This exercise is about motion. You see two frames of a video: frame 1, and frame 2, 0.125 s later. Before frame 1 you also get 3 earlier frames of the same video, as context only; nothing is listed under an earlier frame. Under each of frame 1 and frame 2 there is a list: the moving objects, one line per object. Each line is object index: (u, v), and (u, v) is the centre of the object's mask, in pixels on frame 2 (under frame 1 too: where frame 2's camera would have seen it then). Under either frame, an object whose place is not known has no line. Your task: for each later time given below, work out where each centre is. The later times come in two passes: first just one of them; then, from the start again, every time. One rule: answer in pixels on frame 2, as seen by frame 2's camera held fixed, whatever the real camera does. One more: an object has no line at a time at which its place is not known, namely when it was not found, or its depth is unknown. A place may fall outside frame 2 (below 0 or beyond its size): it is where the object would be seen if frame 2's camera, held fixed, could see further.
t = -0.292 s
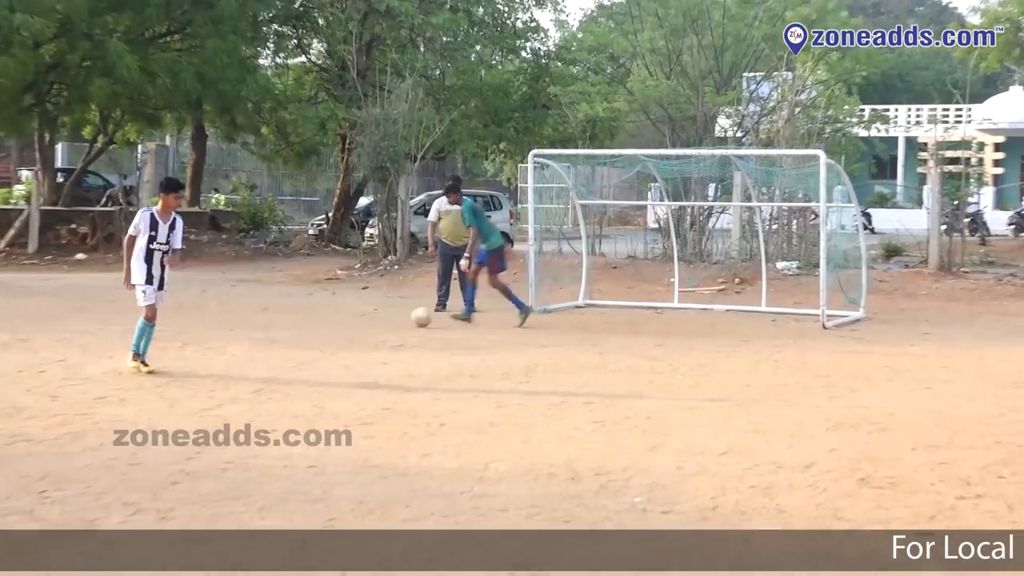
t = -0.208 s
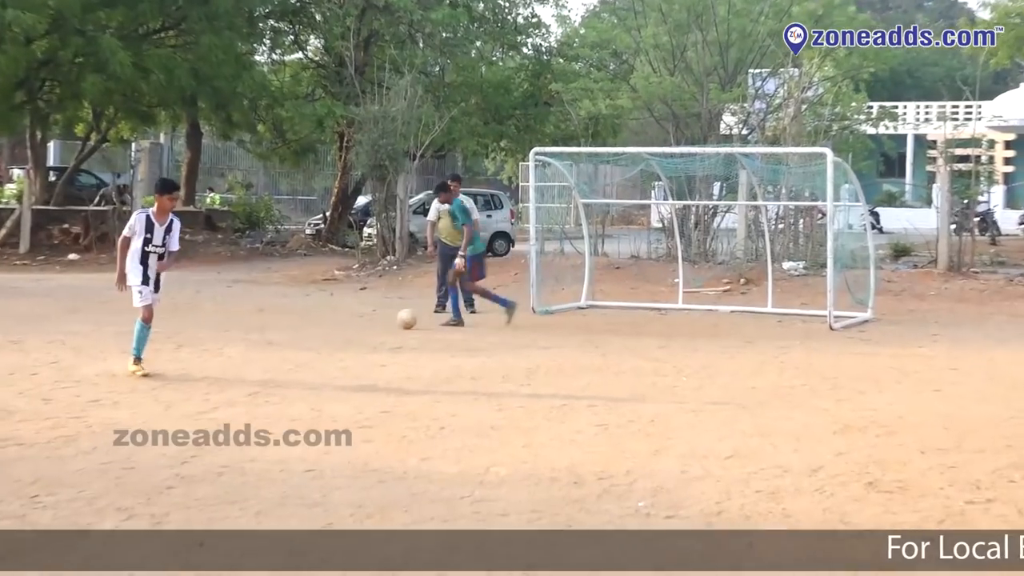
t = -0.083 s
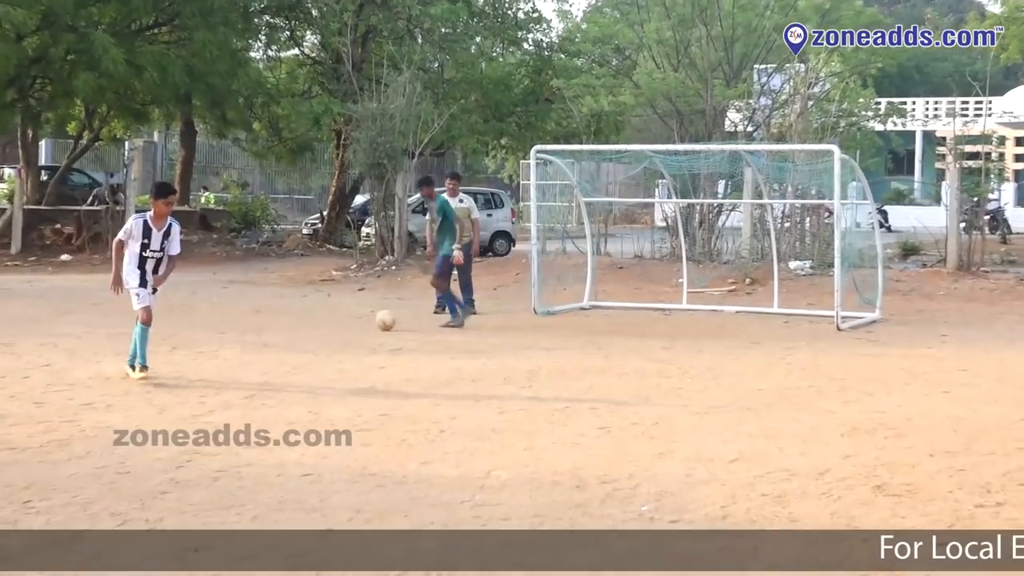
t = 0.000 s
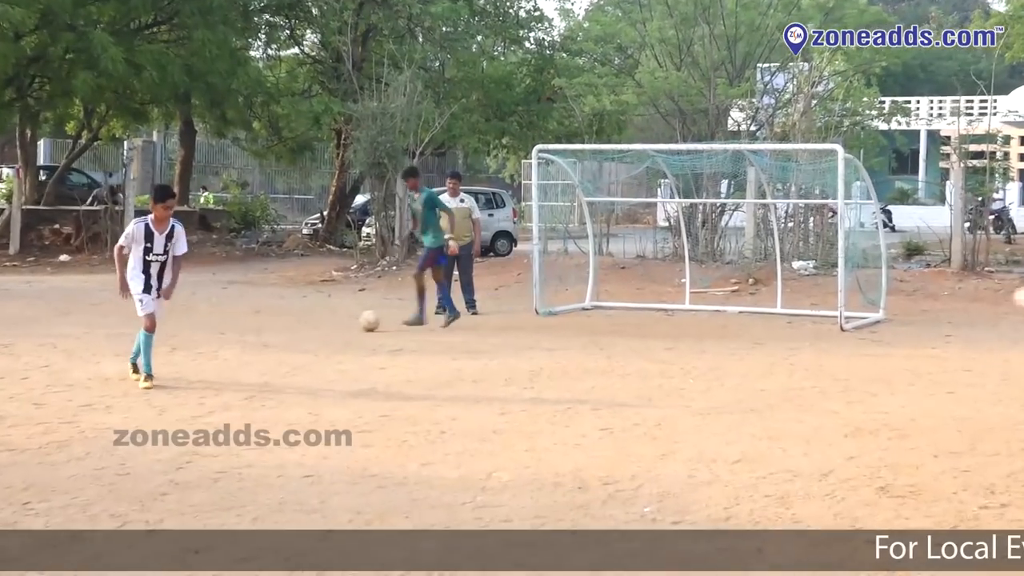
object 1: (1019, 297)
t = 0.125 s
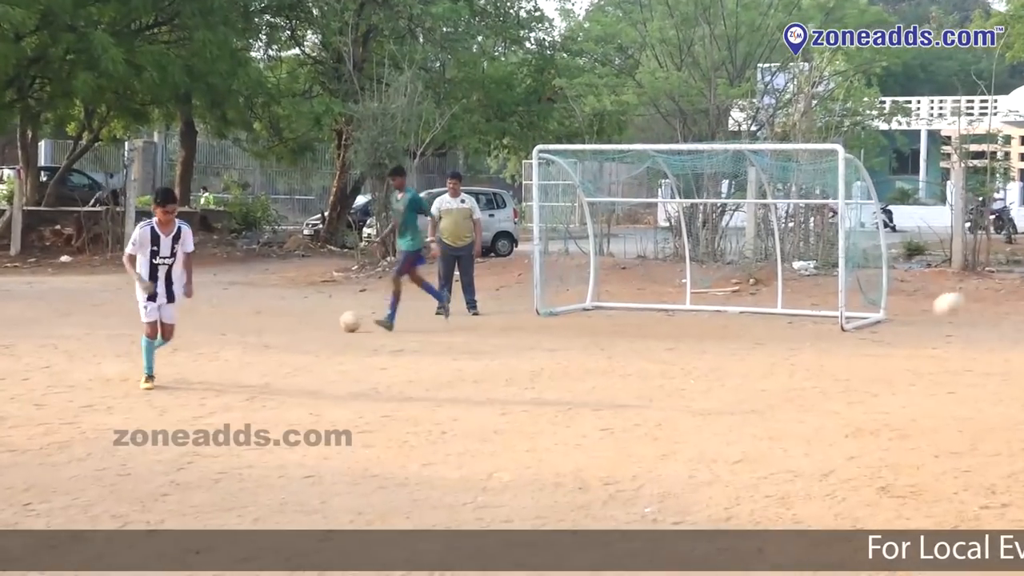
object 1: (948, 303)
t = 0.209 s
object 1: (891, 319)
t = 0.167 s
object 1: (920, 312)
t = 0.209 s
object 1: (891, 319)
